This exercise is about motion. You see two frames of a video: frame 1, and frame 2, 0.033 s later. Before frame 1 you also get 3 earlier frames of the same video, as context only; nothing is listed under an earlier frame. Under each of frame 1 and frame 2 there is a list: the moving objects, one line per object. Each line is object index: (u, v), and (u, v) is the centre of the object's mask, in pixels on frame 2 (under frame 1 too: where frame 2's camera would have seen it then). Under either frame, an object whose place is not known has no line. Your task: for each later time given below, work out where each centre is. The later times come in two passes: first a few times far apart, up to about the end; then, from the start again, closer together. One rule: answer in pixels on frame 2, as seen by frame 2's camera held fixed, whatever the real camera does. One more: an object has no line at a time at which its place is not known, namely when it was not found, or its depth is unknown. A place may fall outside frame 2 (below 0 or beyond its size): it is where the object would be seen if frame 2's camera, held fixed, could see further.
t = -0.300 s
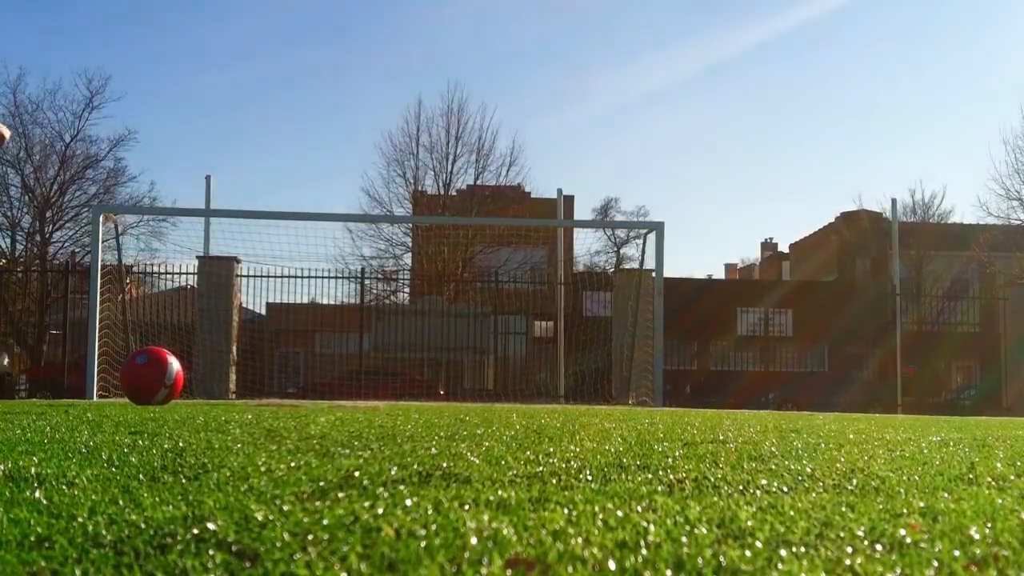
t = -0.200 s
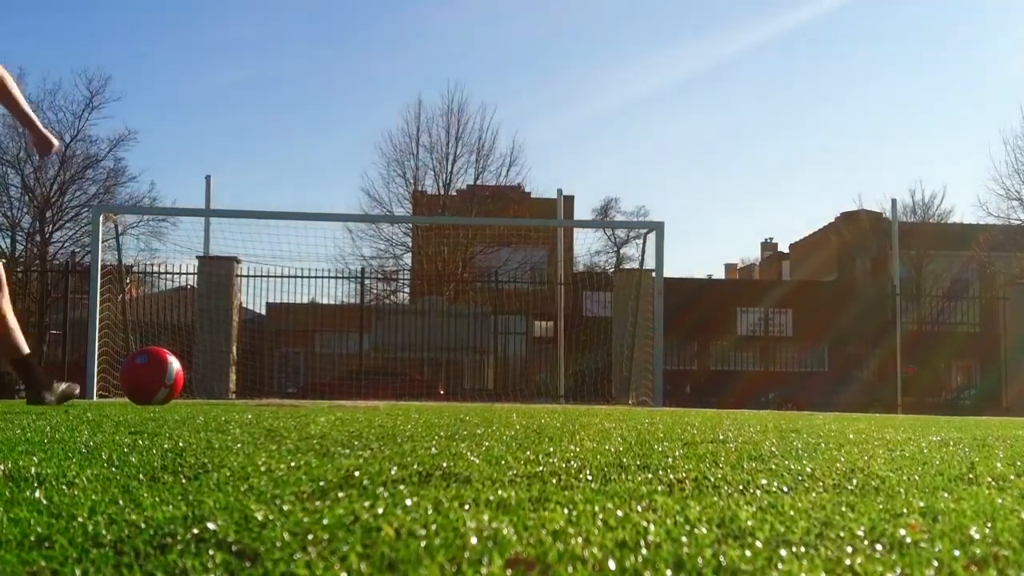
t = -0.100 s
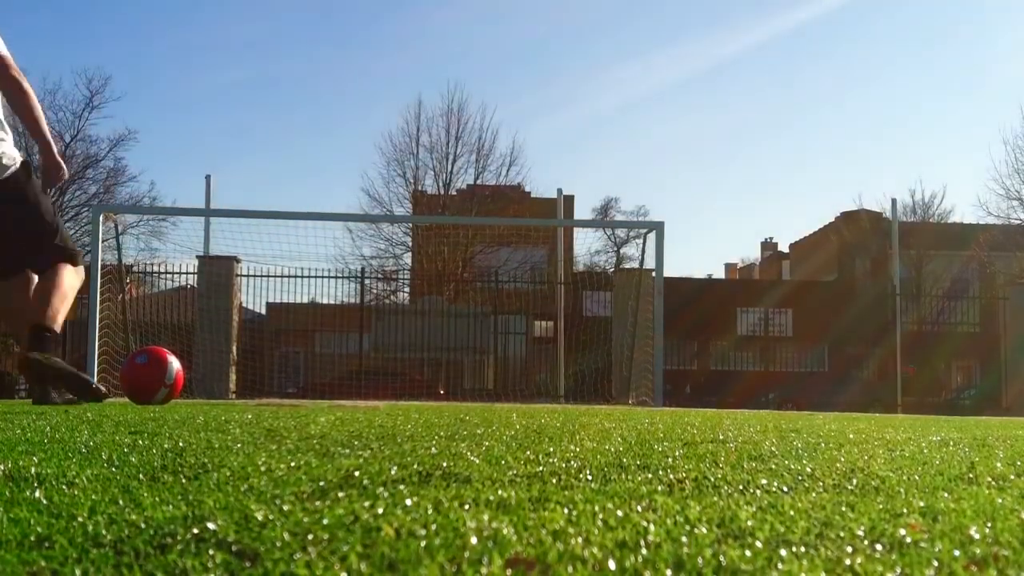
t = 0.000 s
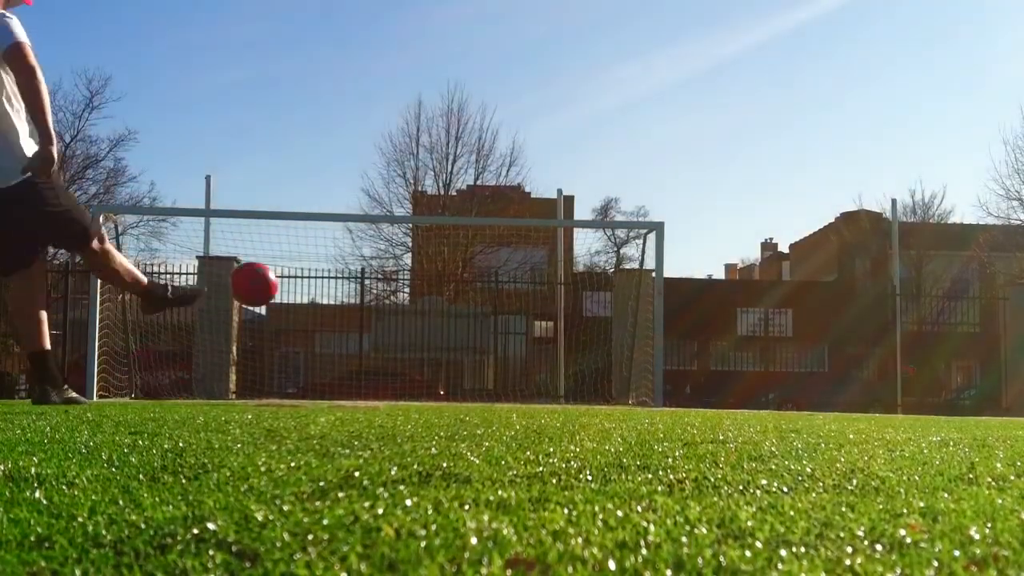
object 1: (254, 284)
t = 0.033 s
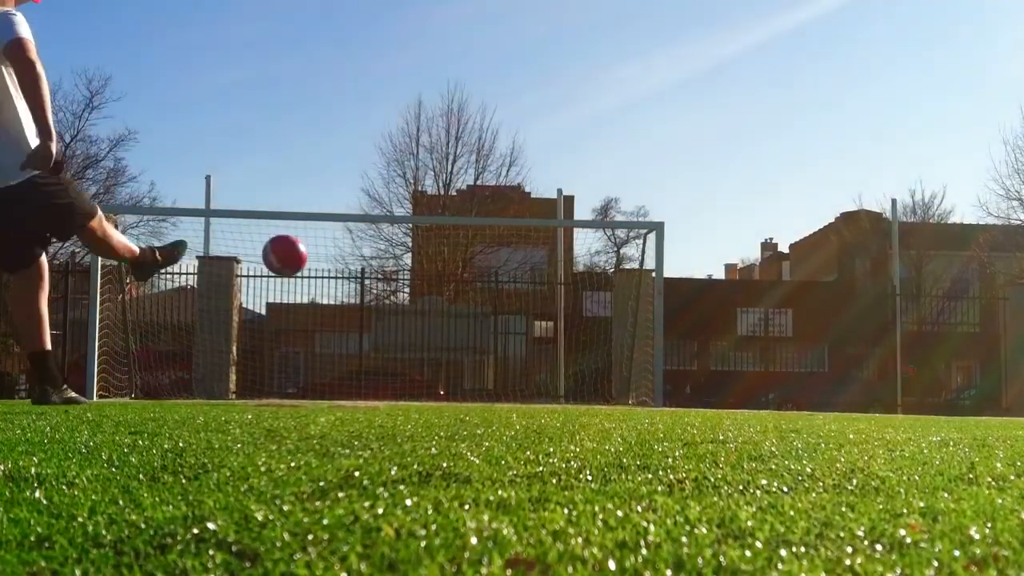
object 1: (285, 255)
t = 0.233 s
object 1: (388, 178)
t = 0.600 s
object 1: (440, 200)
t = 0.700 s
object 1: (441, 220)
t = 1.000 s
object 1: (474, 389)
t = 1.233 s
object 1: (496, 269)
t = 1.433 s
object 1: (514, 194)
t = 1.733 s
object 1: (545, 144)
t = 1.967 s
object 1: (572, 168)
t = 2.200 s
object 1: (601, 264)
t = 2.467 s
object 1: (642, 347)
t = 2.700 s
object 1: (682, 247)
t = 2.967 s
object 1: (739, 215)
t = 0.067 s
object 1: (311, 233)
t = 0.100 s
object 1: (332, 215)
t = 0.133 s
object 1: (350, 201)
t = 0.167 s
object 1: (365, 191)
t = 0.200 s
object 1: (377, 183)
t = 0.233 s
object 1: (388, 178)
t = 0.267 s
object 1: (397, 175)
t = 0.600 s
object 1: (440, 200)
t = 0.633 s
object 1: (439, 206)
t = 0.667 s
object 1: (441, 214)
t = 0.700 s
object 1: (441, 220)
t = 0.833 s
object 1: (455, 291)
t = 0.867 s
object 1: (458, 310)
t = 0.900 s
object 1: (463, 335)
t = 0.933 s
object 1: (469, 360)
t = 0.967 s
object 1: (471, 388)
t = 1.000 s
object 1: (474, 389)
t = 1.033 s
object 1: (478, 370)
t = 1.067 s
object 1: (479, 352)
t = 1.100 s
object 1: (484, 334)
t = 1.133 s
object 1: (487, 315)
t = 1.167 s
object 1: (490, 300)
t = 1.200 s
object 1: (494, 283)
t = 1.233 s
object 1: (496, 269)
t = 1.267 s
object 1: (498, 254)
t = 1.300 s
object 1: (504, 240)
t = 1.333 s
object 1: (506, 229)
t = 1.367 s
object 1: (508, 216)
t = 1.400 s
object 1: (512, 205)
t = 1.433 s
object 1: (514, 194)
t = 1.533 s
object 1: (524, 169)
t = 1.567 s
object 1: (528, 162)
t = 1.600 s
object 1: (531, 156)
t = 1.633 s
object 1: (535, 152)
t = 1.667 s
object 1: (538, 148)
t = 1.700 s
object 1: (542, 145)
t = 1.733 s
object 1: (545, 144)
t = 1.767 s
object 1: (549, 143)
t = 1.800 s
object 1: (553, 144)
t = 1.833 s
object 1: (556, 146)
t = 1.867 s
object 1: (560, 149)
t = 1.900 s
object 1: (564, 154)
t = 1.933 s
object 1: (568, 160)
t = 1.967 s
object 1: (572, 168)
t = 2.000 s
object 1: (576, 177)
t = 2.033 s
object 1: (580, 187)
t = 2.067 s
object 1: (585, 199)
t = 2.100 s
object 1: (589, 213)
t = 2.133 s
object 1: (594, 228)
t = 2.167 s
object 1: (597, 245)
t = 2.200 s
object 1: (601, 264)
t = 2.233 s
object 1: (607, 285)
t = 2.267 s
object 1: (612, 308)
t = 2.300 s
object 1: (616, 333)
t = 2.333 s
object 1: (620, 362)
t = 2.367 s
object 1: (626, 393)
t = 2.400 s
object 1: (632, 384)
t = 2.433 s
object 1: (637, 366)
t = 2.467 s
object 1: (642, 347)
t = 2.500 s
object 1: (648, 329)
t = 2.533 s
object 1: (653, 312)
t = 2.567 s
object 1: (659, 296)
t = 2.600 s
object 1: (665, 282)
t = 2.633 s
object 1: (670, 269)
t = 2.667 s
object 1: (676, 257)
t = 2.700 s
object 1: (682, 247)
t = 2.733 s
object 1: (689, 237)
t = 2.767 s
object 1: (696, 229)
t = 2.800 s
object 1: (702, 223)
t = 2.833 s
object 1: (709, 218)
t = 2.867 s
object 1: (716, 215)
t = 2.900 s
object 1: (723, 213)
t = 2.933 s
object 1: (731, 213)
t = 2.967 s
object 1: (739, 215)
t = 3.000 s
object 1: (746, 219)
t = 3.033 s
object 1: (755, 225)
